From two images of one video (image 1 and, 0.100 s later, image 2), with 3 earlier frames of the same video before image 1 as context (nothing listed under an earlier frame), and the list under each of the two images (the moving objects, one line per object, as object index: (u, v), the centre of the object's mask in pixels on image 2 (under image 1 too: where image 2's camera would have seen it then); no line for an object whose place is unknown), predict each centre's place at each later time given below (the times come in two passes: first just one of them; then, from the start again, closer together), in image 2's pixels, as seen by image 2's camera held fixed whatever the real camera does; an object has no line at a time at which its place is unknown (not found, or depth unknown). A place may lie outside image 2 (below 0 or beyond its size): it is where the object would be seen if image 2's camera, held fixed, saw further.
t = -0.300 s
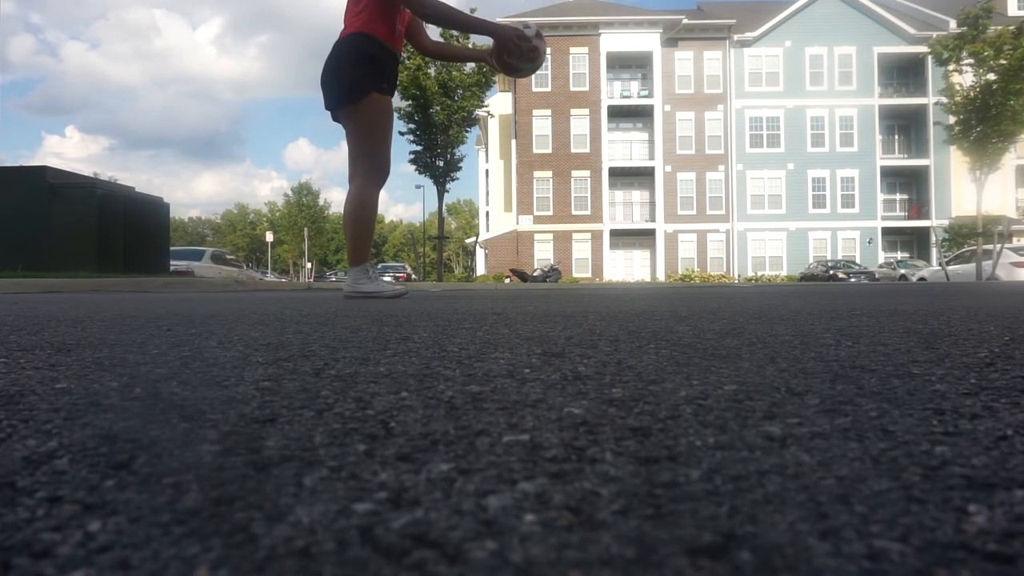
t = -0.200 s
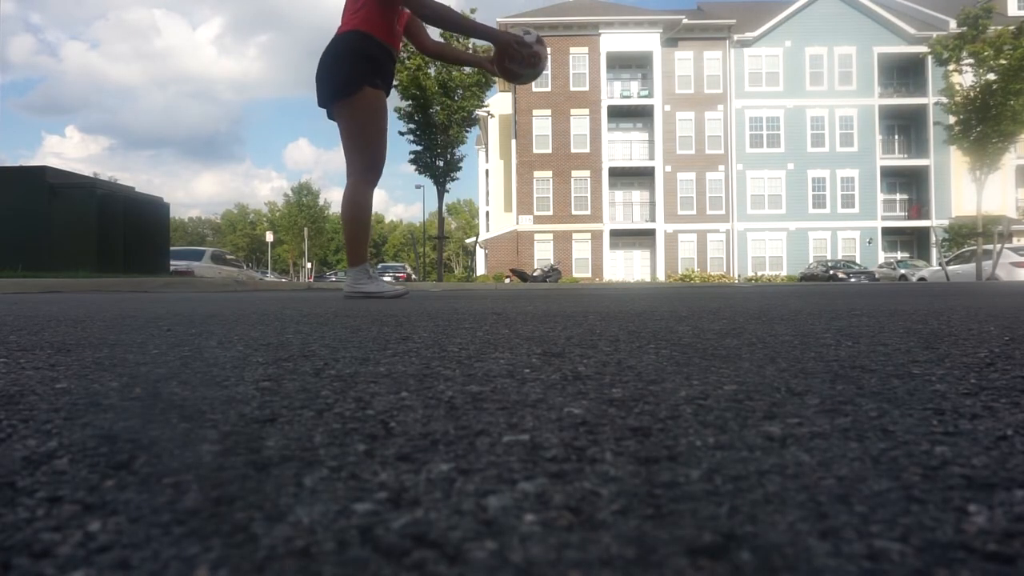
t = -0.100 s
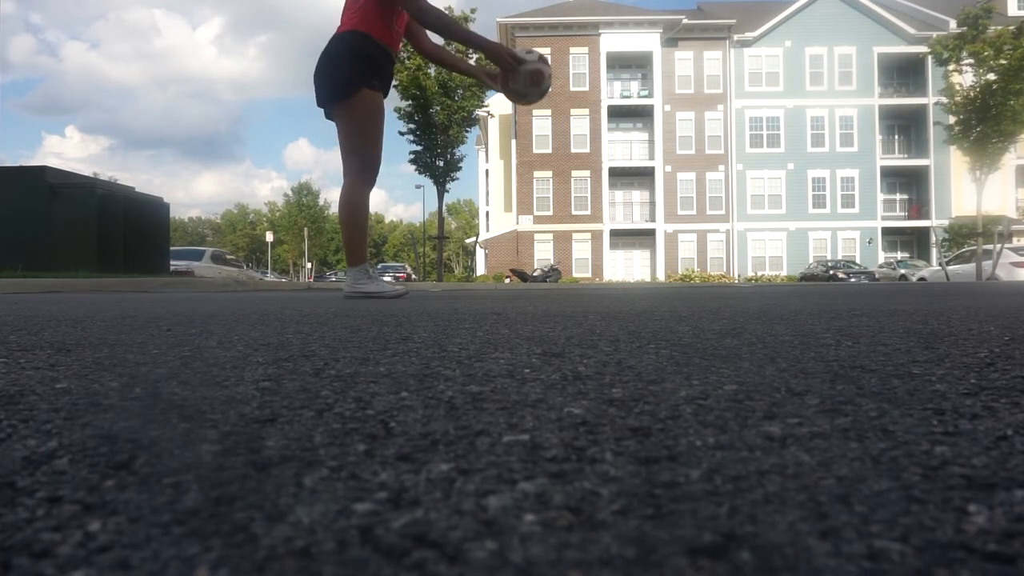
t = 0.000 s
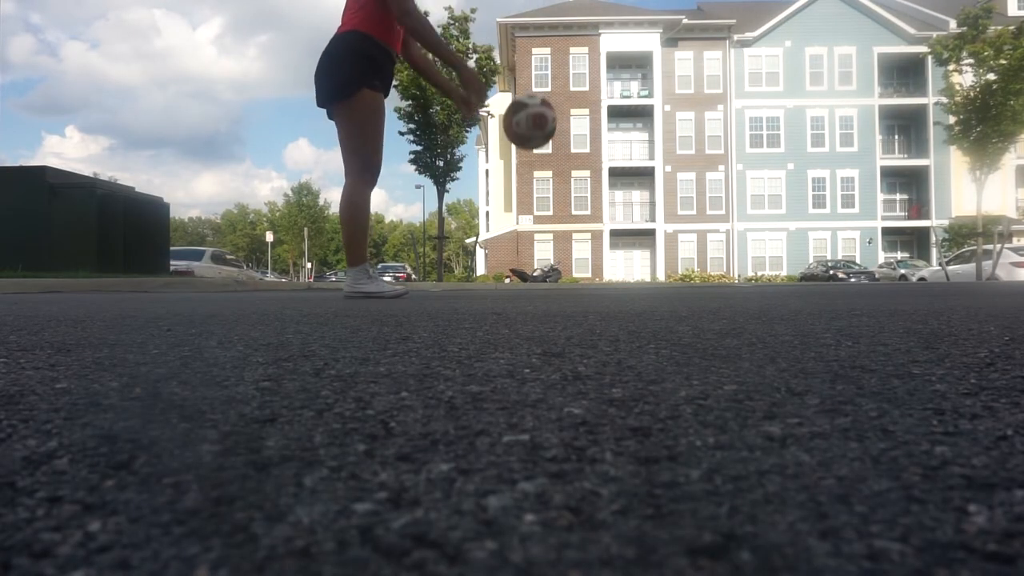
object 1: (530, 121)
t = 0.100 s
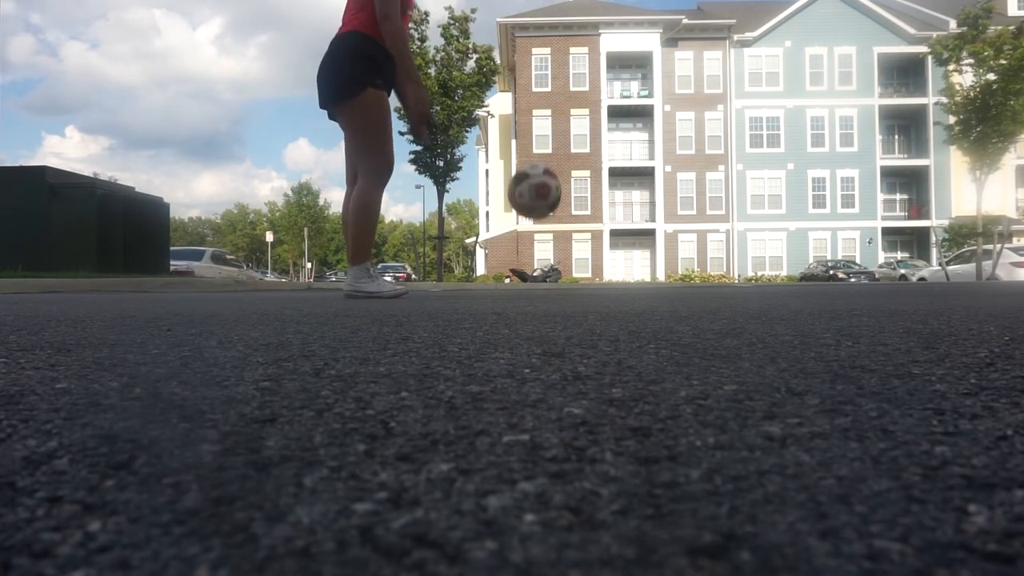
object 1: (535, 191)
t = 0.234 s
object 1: (540, 240)
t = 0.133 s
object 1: (536, 220)
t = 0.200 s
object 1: (539, 265)
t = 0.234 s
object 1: (540, 240)
